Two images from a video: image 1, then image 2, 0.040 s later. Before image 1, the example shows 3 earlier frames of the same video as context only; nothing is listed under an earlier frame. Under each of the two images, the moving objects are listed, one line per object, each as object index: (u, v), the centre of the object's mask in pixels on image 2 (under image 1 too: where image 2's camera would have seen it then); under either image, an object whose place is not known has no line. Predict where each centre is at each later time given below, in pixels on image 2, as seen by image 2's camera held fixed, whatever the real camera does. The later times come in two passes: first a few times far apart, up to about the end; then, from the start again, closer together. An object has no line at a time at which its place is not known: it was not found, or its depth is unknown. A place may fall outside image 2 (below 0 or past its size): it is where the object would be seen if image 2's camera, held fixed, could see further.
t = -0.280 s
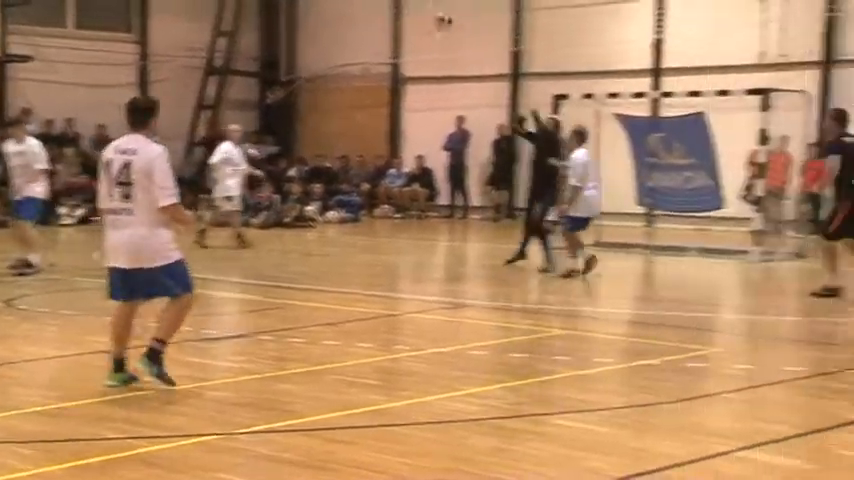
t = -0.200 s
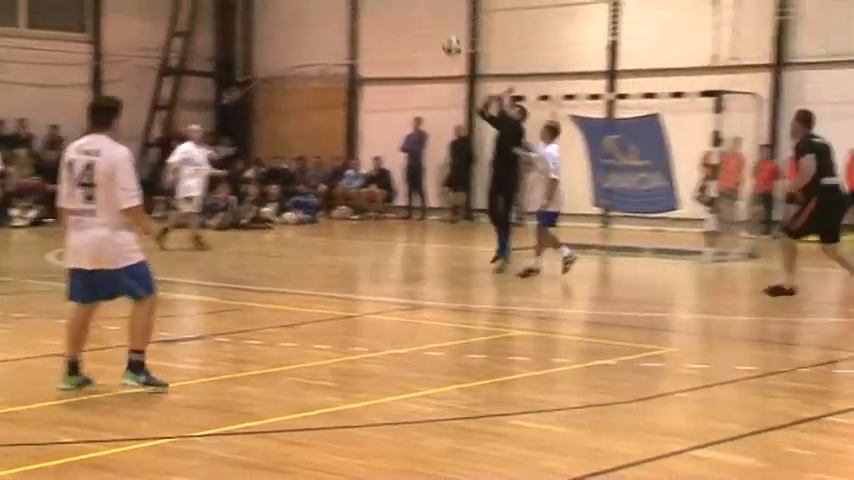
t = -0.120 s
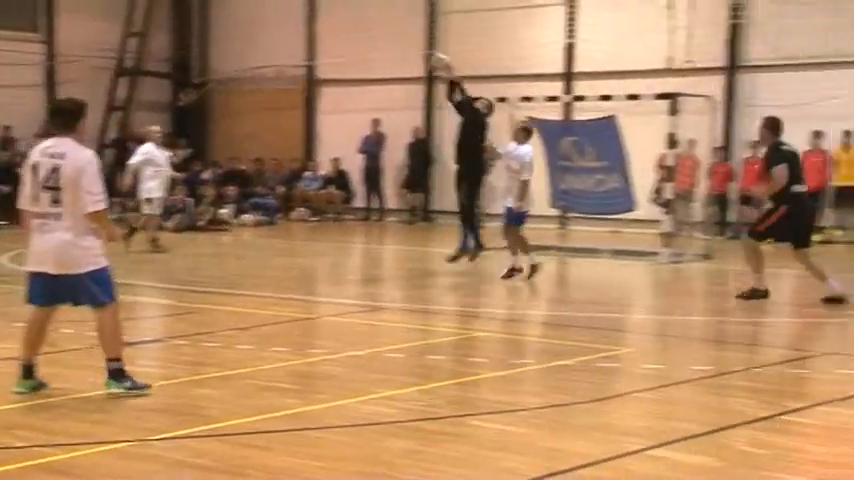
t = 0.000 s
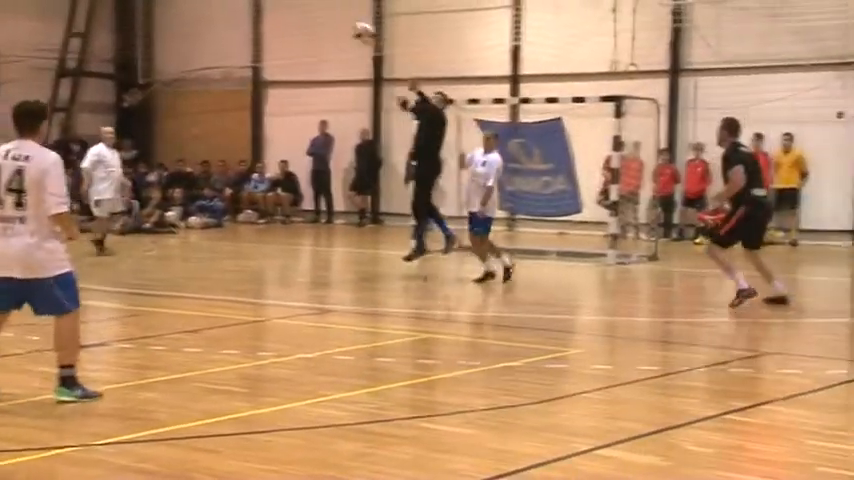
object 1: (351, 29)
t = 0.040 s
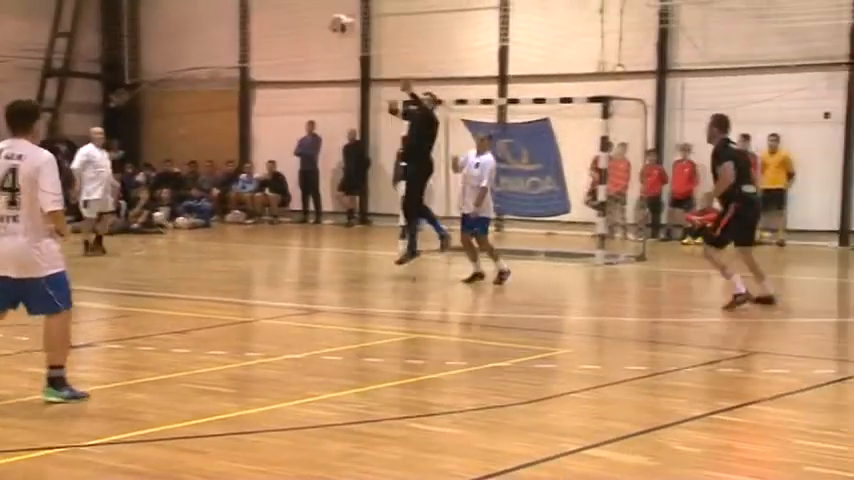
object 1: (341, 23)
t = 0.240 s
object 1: (287, 7)
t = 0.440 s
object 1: (222, 36)
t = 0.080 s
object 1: (331, 15)
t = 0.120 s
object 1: (321, 10)
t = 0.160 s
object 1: (310, 7)
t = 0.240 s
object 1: (287, 7)
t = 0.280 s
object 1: (275, 8)
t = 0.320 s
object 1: (263, 11)
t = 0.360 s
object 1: (250, 15)
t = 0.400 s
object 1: (238, 24)
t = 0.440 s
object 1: (222, 36)
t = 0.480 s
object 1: (207, 51)
